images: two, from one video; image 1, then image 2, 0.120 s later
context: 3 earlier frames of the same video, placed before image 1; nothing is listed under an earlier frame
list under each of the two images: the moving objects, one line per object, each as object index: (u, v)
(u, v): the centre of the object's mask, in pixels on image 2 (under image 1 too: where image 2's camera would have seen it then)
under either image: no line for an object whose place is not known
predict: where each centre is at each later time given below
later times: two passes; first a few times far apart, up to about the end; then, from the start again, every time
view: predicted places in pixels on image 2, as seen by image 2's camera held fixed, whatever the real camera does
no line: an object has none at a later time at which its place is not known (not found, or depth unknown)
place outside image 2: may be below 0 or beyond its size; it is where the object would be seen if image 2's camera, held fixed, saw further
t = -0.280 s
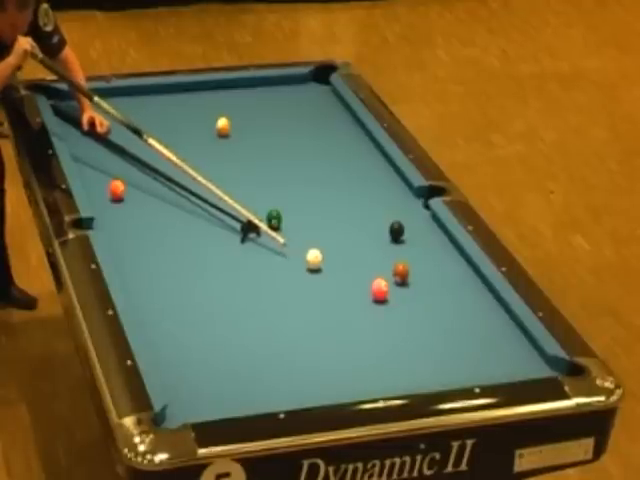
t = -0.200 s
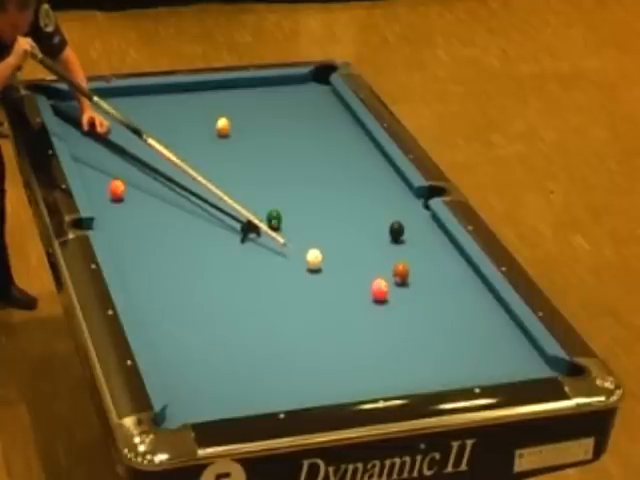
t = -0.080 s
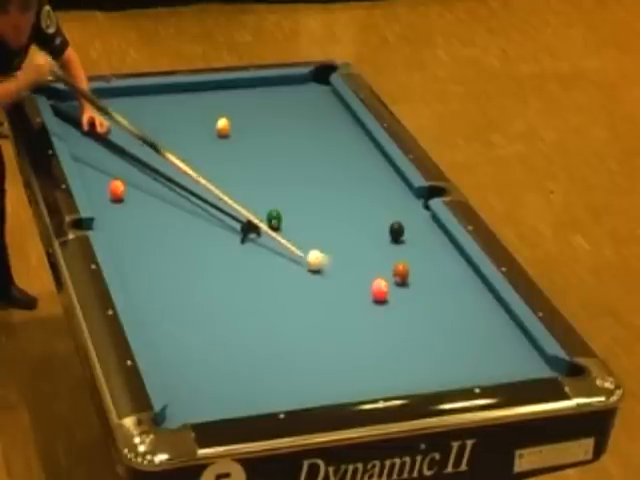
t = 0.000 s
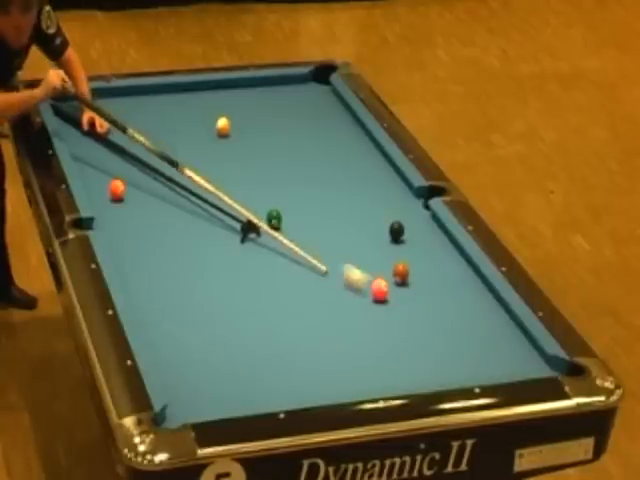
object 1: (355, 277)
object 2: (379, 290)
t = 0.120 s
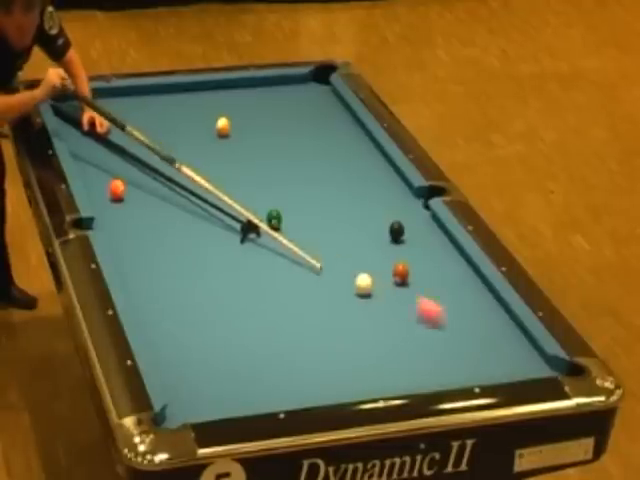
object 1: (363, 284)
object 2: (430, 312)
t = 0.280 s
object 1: (354, 282)
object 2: (506, 345)
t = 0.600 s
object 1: (336, 277)
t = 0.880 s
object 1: (323, 274)
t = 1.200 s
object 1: (310, 271)
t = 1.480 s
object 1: (300, 270)
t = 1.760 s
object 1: (292, 268)
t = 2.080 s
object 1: (285, 267)
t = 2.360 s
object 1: (281, 266)
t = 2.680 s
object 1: (279, 265)
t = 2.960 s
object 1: (279, 265)
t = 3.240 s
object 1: (279, 265)
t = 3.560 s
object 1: (279, 265)
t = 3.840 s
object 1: (279, 265)
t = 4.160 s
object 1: (279, 265)
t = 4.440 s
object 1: (279, 265)
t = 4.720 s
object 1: (279, 265)
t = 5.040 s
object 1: (279, 265)
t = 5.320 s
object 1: (279, 265)
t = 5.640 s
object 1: (279, 265)
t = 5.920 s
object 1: (279, 265)
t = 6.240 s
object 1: (279, 265)
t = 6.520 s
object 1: (279, 265)
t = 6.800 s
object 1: (279, 265)
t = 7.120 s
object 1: (279, 266)
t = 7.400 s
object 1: (279, 265)
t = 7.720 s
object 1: (279, 265)
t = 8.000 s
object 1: (279, 265)
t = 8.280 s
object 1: (279, 265)
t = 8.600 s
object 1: (279, 265)
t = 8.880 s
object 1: (279, 265)
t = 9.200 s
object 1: (279, 265)
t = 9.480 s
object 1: (279, 265)
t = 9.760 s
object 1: (279, 265)
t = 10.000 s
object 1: (279, 265)
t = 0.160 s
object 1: (361, 283)
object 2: (449, 321)
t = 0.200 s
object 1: (359, 283)
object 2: (468, 329)
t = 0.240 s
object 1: (356, 282)
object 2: (488, 337)
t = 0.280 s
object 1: (354, 282)
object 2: (506, 345)
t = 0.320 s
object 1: (351, 281)
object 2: (524, 352)
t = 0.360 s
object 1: (349, 280)
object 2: (541, 359)
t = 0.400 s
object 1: (347, 280)
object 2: (560, 365)
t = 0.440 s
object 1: (345, 279)
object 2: (573, 373)
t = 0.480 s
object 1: (342, 279)
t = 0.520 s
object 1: (341, 279)
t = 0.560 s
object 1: (338, 278)
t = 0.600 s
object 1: (336, 277)
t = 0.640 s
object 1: (334, 277)
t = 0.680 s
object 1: (332, 276)
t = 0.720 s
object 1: (330, 276)
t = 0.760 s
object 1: (329, 276)
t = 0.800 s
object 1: (326, 275)
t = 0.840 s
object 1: (325, 275)
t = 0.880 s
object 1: (323, 274)
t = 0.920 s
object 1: (321, 274)
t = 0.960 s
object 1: (319, 273)
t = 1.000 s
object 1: (318, 273)
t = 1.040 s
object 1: (316, 273)
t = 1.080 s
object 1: (315, 272)
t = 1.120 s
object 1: (313, 272)
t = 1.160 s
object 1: (311, 272)
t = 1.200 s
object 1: (310, 271)
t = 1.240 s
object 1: (308, 271)
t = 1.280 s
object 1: (307, 271)
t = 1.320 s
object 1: (305, 271)
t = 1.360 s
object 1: (304, 271)
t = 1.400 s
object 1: (303, 270)
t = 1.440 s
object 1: (301, 270)
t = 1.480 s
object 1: (300, 270)
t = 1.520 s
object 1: (299, 269)
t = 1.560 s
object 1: (298, 269)
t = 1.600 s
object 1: (296, 269)
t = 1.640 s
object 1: (295, 269)
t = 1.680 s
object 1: (294, 268)
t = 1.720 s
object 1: (293, 268)
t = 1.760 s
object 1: (292, 268)
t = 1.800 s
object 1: (291, 267)
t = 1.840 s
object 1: (290, 267)
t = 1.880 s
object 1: (289, 267)
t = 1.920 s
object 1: (289, 267)
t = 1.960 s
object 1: (288, 267)
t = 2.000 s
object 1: (287, 267)
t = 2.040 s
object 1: (286, 267)
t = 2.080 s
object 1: (285, 267)
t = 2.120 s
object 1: (284, 267)
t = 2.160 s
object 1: (284, 266)
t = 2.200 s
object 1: (283, 266)
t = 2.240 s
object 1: (283, 266)
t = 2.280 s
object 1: (282, 266)
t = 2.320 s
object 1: (282, 266)
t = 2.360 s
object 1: (281, 266)
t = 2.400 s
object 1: (281, 266)
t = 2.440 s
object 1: (280, 266)
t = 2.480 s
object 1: (280, 266)
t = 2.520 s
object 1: (280, 266)
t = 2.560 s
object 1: (279, 266)
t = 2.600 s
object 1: (279, 265)
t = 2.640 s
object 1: (279, 265)
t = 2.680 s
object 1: (279, 265)
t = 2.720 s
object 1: (279, 265)
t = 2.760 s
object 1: (279, 265)
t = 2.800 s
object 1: (279, 265)
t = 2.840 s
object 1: (279, 265)
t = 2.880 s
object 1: (279, 265)
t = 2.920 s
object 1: (279, 265)
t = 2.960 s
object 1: (279, 265)
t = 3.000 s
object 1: (279, 265)
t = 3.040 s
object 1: (279, 265)
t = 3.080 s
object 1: (279, 265)
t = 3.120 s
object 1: (279, 265)
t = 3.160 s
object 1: (279, 265)
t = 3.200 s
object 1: (279, 265)
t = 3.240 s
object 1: (279, 265)
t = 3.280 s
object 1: (279, 265)
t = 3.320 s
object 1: (279, 265)
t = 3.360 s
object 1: (279, 265)
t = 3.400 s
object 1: (279, 265)
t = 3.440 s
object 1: (279, 265)
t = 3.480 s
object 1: (279, 265)
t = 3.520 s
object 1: (279, 265)
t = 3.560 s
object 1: (279, 265)
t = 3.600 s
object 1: (279, 265)
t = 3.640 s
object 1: (279, 265)
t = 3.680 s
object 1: (279, 265)
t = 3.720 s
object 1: (279, 265)
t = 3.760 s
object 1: (279, 265)
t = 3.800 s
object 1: (279, 265)
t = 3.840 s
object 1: (279, 265)
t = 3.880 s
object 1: (279, 265)
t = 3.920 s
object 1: (279, 265)
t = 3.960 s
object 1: (279, 265)
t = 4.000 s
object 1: (279, 265)
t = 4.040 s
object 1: (279, 265)
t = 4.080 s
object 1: (279, 265)
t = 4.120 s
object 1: (279, 265)
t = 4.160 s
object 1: (279, 265)
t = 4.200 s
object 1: (279, 265)
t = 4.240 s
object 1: (279, 265)
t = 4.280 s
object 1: (279, 265)
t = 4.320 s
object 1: (279, 265)
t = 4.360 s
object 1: (279, 265)
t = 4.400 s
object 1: (279, 265)
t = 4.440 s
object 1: (279, 265)
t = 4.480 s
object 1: (279, 265)
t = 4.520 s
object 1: (279, 265)
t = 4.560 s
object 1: (279, 265)
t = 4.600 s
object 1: (279, 265)
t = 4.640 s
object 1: (279, 265)
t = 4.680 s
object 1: (279, 265)
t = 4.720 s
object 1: (279, 265)
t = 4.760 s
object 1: (279, 265)
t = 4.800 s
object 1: (279, 265)
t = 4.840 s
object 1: (279, 265)
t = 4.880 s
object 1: (279, 265)
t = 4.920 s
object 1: (279, 265)
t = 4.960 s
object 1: (279, 265)
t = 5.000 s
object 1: (279, 265)
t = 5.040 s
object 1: (279, 265)
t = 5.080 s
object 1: (279, 265)
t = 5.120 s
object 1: (279, 265)
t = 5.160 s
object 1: (279, 265)
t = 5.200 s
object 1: (279, 265)
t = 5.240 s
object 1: (279, 265)
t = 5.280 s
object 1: (279, 265)
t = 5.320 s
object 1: (279, 265)
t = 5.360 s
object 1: (279, 265)
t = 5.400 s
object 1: (279, 265)
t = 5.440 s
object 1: (279, 265)
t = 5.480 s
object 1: (279, 265)
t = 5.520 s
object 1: (279, 265)
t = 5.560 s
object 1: (279, 265)
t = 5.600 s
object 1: (279, 265)
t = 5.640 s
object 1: (279, 265)
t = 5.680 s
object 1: (279, 265)
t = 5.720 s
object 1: (279, 265)
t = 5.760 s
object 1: (279, 265)
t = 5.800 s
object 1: (279, 265)
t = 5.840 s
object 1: (279, 265)
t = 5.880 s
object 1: (279, 265)
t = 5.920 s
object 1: (279, 265)
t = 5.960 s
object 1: (279, 265)
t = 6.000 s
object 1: (279, 265)
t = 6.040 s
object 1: (279, 265)
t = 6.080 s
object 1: (279, 265)
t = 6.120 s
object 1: (279, 265)
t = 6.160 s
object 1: (279, 265)
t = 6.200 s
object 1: (279, 265)
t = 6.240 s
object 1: (279, 265)
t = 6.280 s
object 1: (279, 265)
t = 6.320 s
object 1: (279, 265)
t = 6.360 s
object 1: (279, 265)
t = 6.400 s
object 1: (279, 265)
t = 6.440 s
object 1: (279, 265)
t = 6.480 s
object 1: (279, 265)
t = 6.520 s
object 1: (279, 265)
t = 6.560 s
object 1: (279, 265)
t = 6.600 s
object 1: (279, 265)
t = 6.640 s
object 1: (279, 265)
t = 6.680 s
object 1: (279, 265)
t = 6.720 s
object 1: (279, 265)
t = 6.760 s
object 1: (279, 265)
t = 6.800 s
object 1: (279, 265)
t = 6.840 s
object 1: (279, 265)
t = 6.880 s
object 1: (279, 265)
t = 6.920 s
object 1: (279, 265)
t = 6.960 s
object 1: (279, 265)
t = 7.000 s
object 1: (279, 265)
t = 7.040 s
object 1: (279, 265)
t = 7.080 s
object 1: (279, 265)
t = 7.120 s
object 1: (279, 266)
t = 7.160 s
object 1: (279, 265)
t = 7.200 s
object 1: (279, 265)
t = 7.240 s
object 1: (279, 265)
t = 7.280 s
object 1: (279, 265)
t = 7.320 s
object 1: (279, 265)
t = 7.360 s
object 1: (279, 265)
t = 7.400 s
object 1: (279, 265)
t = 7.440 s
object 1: (279, 265)
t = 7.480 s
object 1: (279, 265)
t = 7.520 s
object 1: (279, 265)
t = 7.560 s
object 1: (279, 265)
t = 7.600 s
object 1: (279, 265)
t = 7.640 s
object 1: (279, 265)
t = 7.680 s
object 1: (279, 265)
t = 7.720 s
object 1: (279, 265)
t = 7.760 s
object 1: (279, 265)
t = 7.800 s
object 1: (279, 265)
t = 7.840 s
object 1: (279, 265)
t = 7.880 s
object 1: (279, 265)
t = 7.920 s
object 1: (279, 265)
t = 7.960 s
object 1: (279, 265)
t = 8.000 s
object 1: (279, 265)
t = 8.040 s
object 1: (279, 265)
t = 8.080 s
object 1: (279, 265)
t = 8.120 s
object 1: (279, 265)
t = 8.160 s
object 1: (279, 265)
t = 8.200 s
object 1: (279, 265)
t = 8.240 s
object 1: (279, 265)
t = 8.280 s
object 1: (279, 265)
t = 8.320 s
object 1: (279, 265)
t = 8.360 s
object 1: (279, 265)
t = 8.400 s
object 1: (279, 265)
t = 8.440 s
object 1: (279, 266)
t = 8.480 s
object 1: (279, 266)
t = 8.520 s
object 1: (279, 265)
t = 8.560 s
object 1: (279, 265)
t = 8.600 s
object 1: (279, 265)
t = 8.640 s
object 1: (279, 265)
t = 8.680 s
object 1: (279, 265)
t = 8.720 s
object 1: (279, 265)
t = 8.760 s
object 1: (279, 265)
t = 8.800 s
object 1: (279, 265)
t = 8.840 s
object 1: (279, 265)
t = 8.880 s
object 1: (279, 265)
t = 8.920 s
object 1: (279, 265)
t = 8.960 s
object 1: (279, 265)
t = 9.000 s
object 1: (279, 265)
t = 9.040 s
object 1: (279, 265)
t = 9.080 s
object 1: (279, 265)
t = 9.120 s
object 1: (279, 265)
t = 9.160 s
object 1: (279, 265)
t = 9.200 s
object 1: (279, 265)
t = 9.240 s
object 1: (279, 265)
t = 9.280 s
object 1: (279, 265)
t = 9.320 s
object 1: (279, 265)
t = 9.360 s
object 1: (279, 265)
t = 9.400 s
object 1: (279, 265)
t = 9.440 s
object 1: (279, 265)
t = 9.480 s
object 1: (279, 265)
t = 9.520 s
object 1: (279, 265)
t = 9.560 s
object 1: (279, 265)
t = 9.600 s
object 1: (279, 265)
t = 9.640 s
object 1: (279, 265)
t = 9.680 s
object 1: (279, 265)
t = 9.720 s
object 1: (279, 265)
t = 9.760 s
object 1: (279, 265)
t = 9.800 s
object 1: (279, 265)
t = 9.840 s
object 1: (279, 265)
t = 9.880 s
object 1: (279, 265)
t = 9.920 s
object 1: (279, 265)
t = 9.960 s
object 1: (279, 265)
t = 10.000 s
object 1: (279, 265)
